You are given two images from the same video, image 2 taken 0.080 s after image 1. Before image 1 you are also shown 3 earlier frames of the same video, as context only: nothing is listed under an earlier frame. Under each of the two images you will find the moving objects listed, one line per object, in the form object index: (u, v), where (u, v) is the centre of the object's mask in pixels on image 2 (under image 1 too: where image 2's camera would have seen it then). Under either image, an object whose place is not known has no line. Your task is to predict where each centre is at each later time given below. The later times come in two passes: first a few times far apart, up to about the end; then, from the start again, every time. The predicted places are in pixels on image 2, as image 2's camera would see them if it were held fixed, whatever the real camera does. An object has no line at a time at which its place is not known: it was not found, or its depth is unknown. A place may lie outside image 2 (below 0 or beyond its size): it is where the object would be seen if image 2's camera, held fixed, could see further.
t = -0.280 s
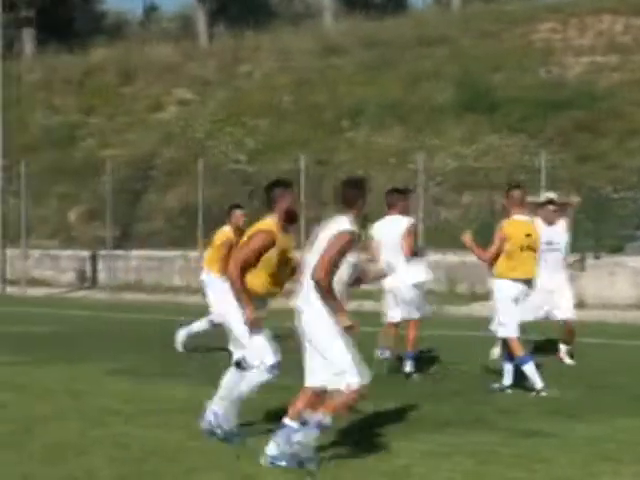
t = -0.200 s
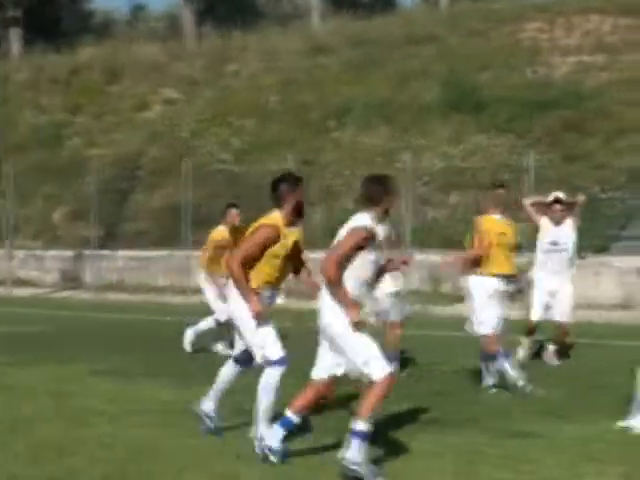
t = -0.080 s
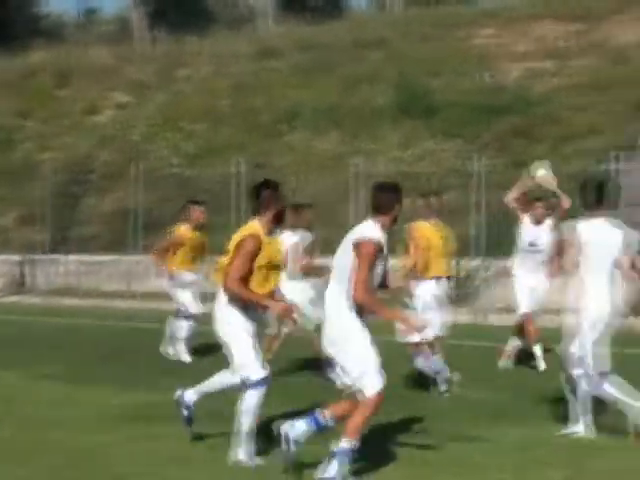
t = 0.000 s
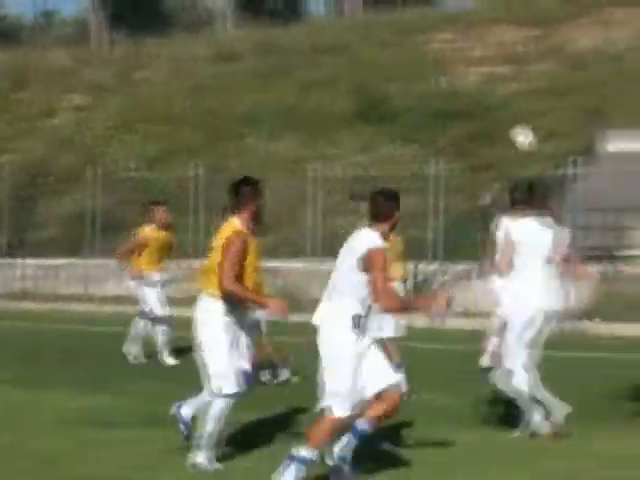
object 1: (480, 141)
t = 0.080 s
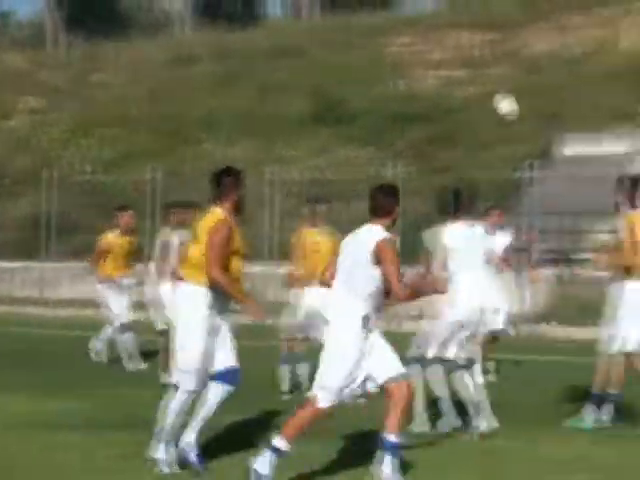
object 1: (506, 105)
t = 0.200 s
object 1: (548, 57)
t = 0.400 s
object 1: (637, 4)
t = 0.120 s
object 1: (520, 89)
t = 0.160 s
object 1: (534, 72)
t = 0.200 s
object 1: (548, 57)
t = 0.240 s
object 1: (564, 45)
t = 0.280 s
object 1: (582, 31)
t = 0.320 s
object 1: (598, 22)
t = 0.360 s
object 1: (616, 11)
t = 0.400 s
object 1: (637, 4)
